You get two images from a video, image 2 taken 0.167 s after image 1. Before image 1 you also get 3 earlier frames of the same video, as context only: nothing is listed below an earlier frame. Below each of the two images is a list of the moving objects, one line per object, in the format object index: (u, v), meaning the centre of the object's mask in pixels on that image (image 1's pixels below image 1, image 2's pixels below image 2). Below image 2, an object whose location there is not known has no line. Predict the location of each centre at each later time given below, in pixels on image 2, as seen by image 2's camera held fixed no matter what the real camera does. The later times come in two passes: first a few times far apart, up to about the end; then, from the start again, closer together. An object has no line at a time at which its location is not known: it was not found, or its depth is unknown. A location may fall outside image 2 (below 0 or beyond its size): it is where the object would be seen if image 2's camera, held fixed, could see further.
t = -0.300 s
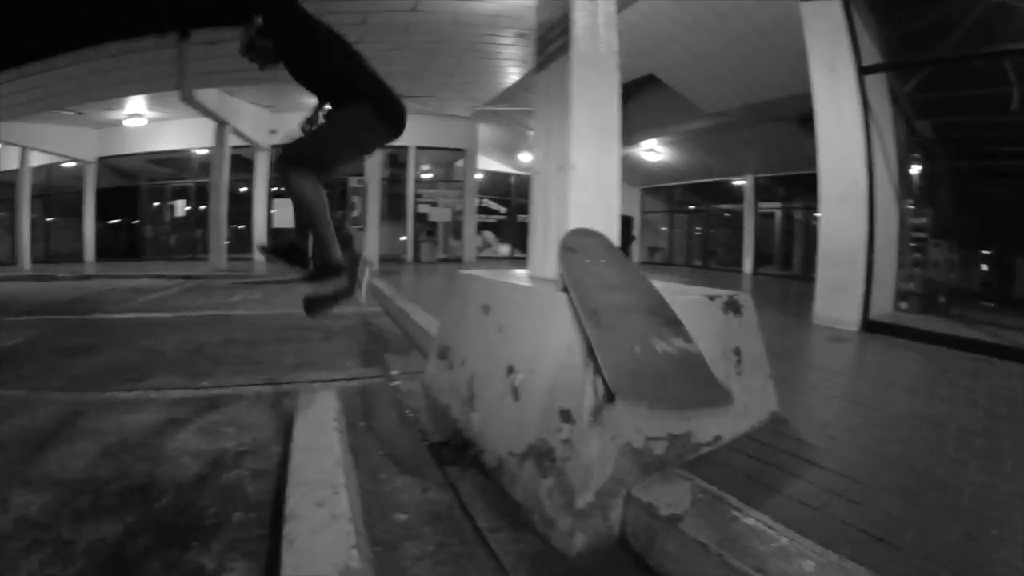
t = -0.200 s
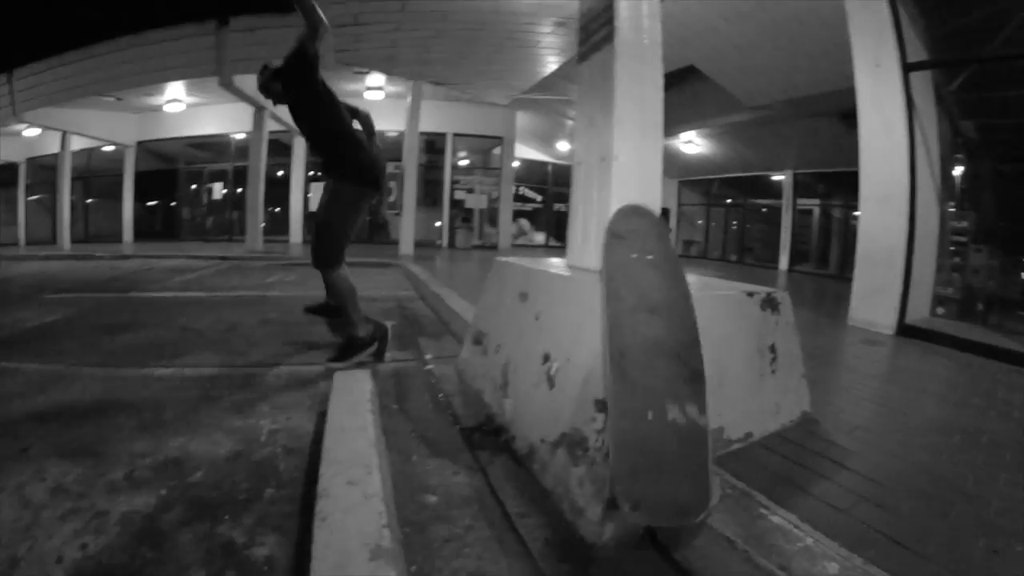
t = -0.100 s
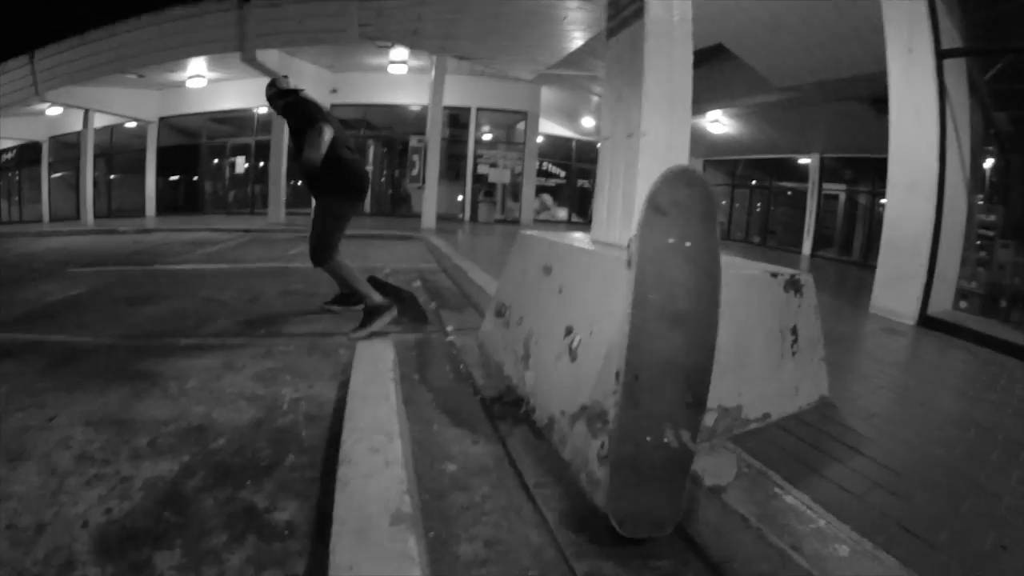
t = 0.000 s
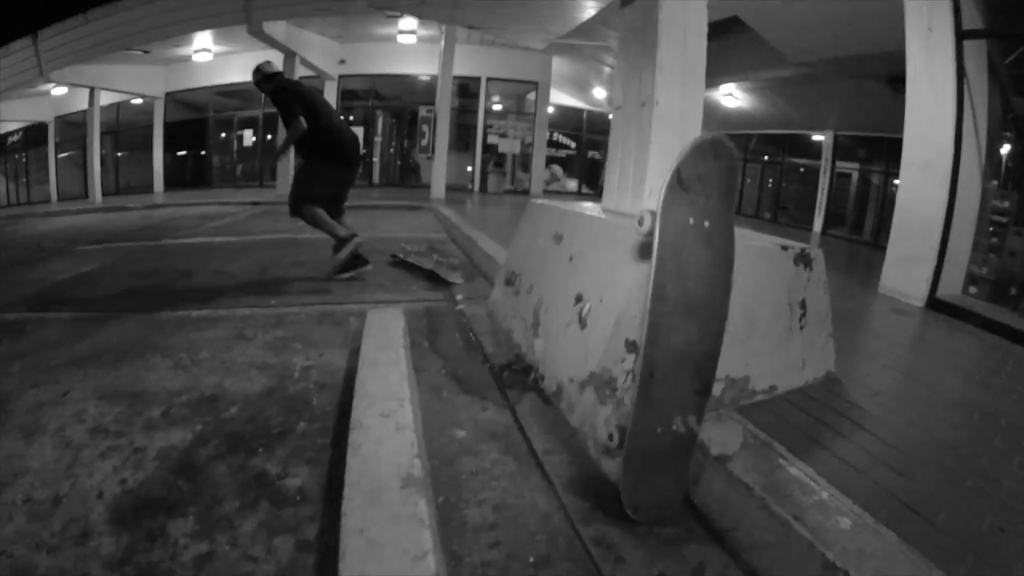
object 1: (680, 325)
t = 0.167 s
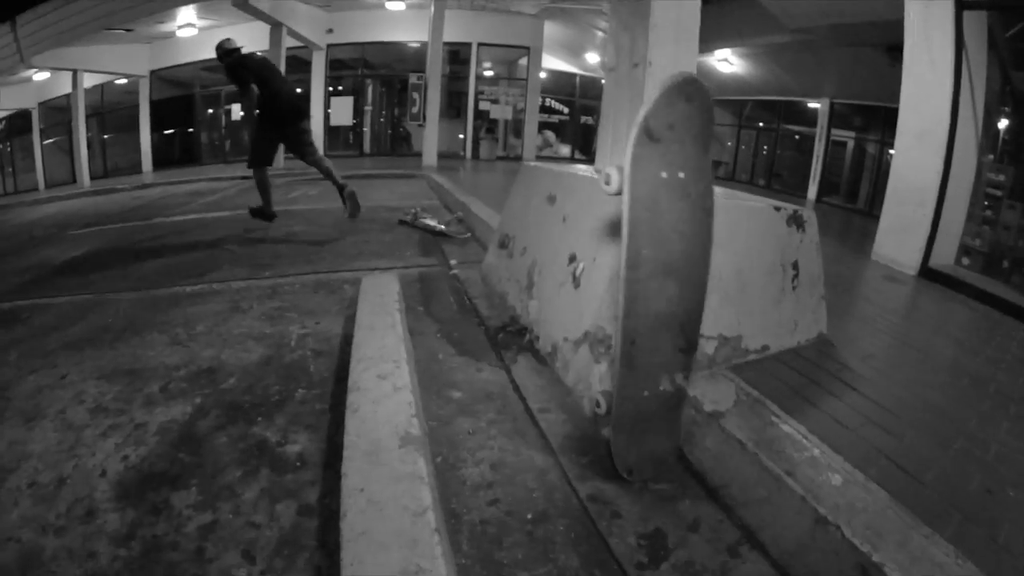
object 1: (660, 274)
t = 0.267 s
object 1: (636, 270)
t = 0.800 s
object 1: (482, 341)
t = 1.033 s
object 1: (502, 350)
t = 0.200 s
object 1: (654, 270)
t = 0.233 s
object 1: (645, 269)
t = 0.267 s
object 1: (636, 270)
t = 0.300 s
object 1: (624, 269)
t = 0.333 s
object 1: (612, 271)
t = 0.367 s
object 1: (600, 275)
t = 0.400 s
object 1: (586, 278)
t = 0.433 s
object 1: (571, 282)
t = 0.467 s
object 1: (556, 291)
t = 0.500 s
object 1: (541, 299)
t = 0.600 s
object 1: (507, 342)
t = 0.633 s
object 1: (500, 360)
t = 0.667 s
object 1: (496, 362)
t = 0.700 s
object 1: (492, 351)
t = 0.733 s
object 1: (487, 345)
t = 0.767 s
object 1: (483, 341)
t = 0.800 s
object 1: (482, 341)
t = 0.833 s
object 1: (481, 342)
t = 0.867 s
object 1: (482, 344)
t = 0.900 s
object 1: (484, 346)
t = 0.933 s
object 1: (488, 347)
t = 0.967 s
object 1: (493, 346)
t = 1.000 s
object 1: (497, 347)
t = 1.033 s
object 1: (502, 350)
